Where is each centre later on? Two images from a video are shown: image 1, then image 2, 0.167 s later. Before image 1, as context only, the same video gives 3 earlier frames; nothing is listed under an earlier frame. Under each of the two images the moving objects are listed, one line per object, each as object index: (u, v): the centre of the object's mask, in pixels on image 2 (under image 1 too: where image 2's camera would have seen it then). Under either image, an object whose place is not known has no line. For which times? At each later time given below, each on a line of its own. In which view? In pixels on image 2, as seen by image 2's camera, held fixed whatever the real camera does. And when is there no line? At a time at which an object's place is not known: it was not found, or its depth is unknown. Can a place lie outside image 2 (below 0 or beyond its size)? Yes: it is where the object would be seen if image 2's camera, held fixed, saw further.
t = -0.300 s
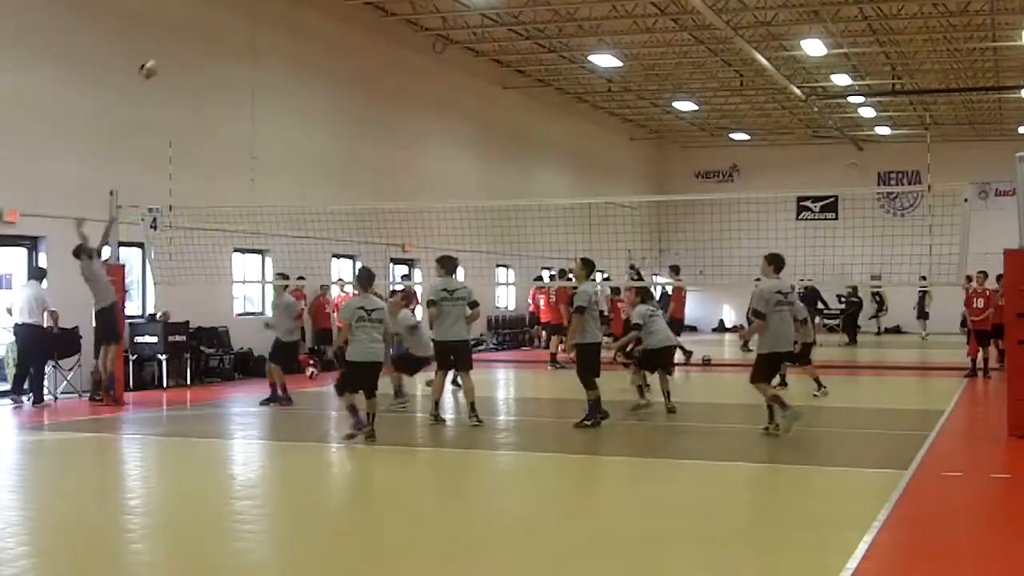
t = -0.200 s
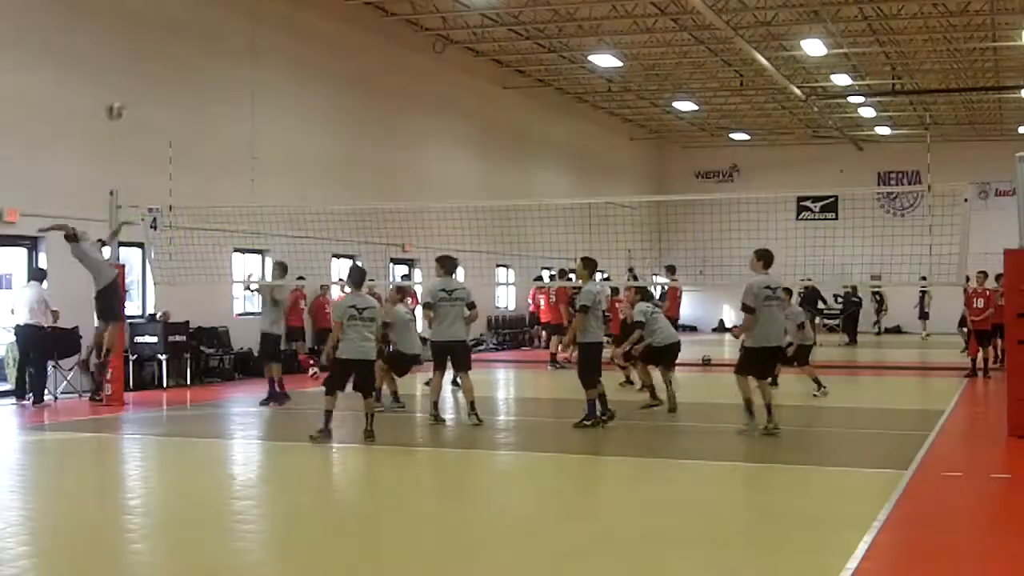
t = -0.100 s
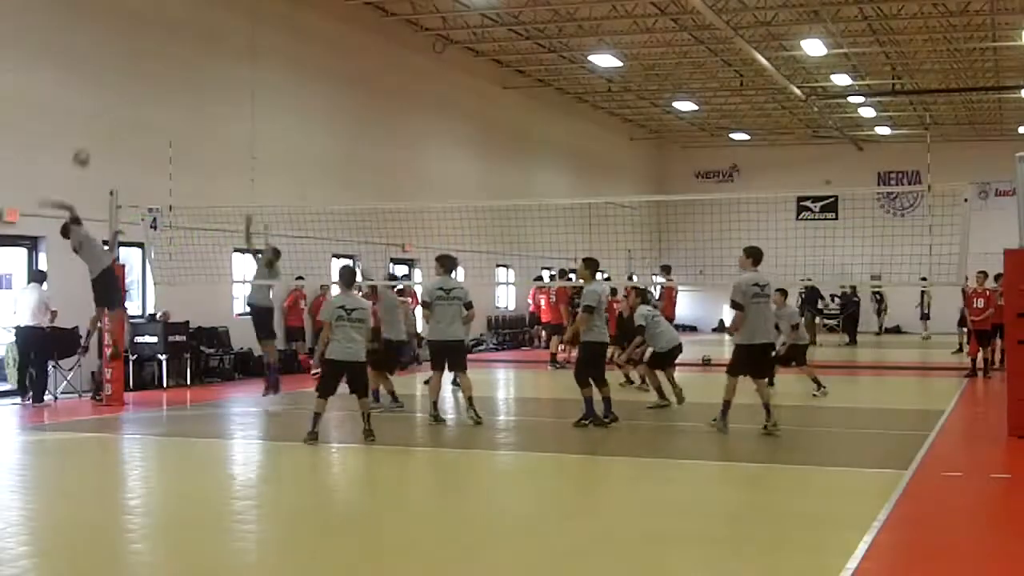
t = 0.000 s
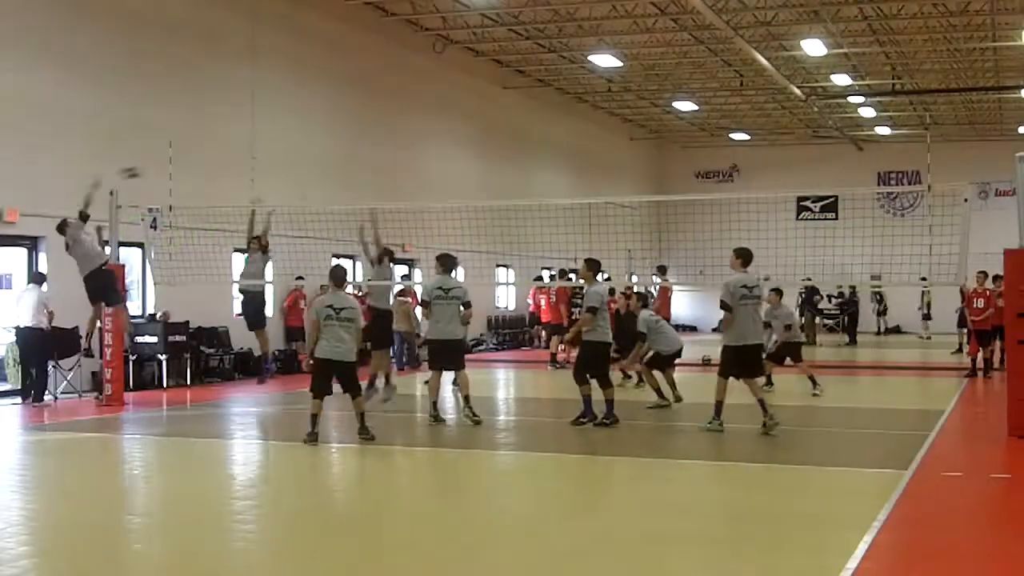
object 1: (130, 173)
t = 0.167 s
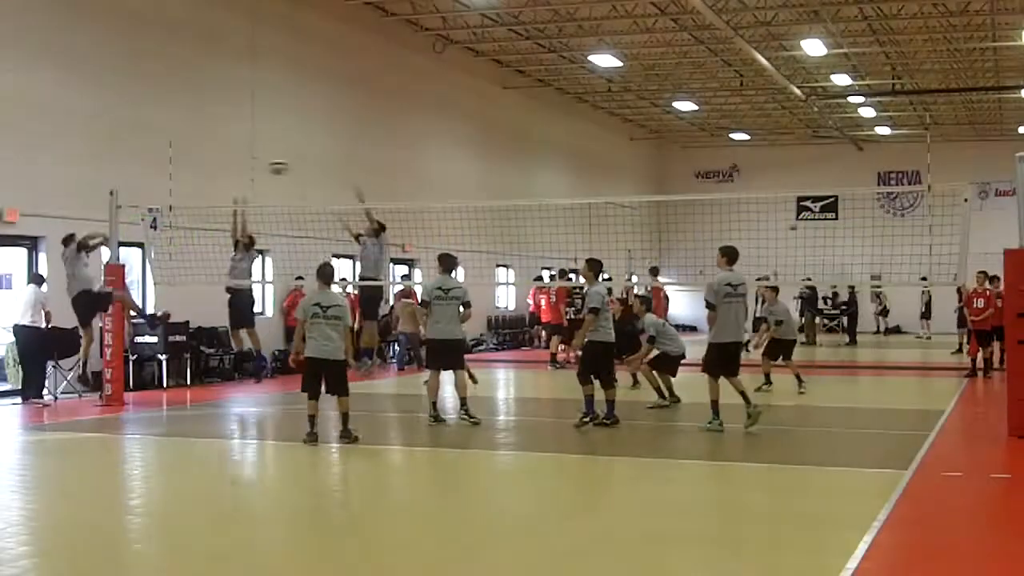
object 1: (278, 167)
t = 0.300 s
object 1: (376, 182)
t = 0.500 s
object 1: (498, 219)
